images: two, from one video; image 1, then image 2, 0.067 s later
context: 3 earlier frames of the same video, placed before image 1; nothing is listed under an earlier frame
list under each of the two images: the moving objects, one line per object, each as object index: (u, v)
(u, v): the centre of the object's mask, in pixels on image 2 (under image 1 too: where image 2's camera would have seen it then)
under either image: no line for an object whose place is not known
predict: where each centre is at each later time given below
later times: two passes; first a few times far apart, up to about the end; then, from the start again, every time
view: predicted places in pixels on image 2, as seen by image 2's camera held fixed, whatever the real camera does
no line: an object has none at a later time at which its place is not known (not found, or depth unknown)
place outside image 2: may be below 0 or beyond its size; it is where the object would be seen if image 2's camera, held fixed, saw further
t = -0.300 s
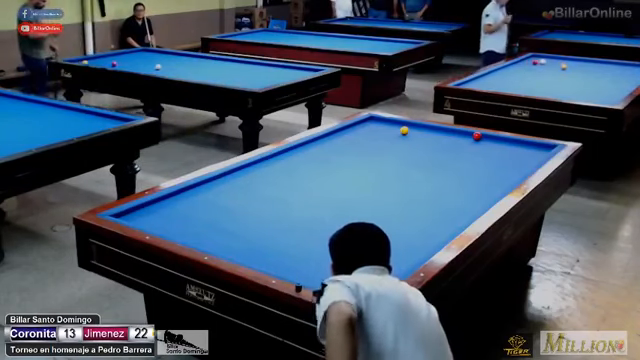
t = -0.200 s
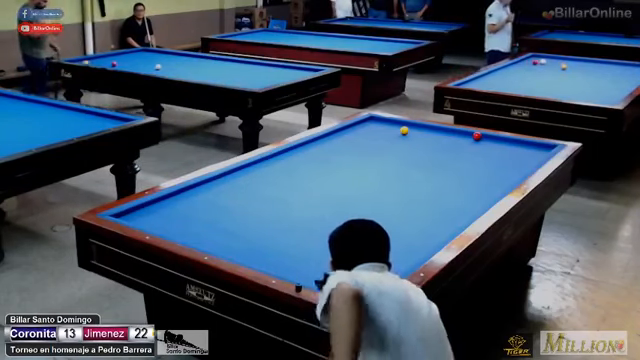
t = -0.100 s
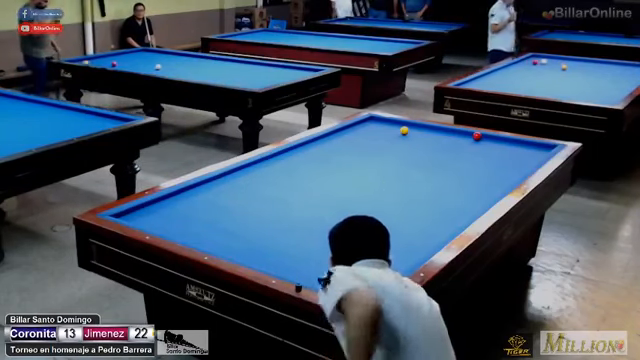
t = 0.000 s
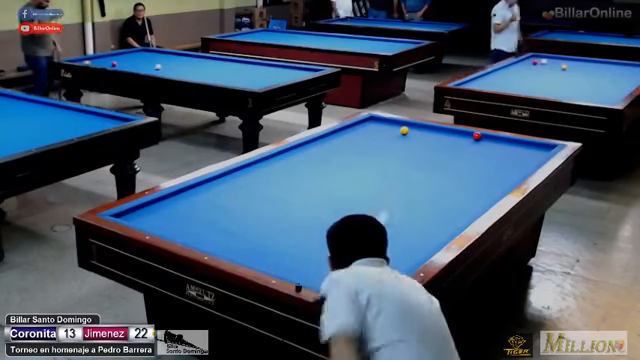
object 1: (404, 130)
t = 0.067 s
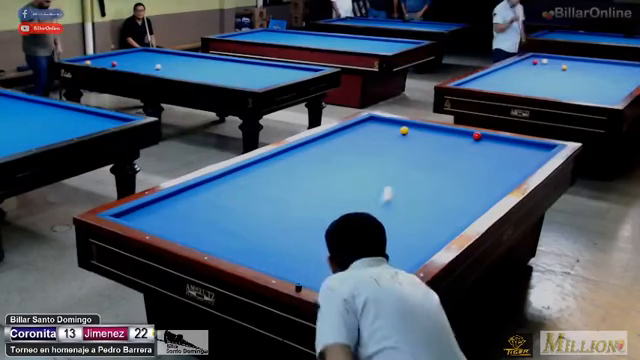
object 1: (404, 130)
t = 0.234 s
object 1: (404, 130)
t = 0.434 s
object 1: (419, 127)
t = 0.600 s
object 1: (402, 146)
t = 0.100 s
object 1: (404, 130)
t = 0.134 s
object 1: (404, 130)
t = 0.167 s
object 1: (404, 130)
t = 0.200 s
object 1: (404, 130)
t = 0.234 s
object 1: (404, 130)
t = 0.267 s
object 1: (404, 130)
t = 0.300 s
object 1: (404, 130)
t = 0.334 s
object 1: (406, 129)
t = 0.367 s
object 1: (417, 126)
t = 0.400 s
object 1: (421, 126)
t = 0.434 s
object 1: (419, 127)
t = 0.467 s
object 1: (416, 131)
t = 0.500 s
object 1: (412, 135)
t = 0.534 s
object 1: (409, 139)
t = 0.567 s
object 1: (406, 142)
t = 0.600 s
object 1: (402, 146)
